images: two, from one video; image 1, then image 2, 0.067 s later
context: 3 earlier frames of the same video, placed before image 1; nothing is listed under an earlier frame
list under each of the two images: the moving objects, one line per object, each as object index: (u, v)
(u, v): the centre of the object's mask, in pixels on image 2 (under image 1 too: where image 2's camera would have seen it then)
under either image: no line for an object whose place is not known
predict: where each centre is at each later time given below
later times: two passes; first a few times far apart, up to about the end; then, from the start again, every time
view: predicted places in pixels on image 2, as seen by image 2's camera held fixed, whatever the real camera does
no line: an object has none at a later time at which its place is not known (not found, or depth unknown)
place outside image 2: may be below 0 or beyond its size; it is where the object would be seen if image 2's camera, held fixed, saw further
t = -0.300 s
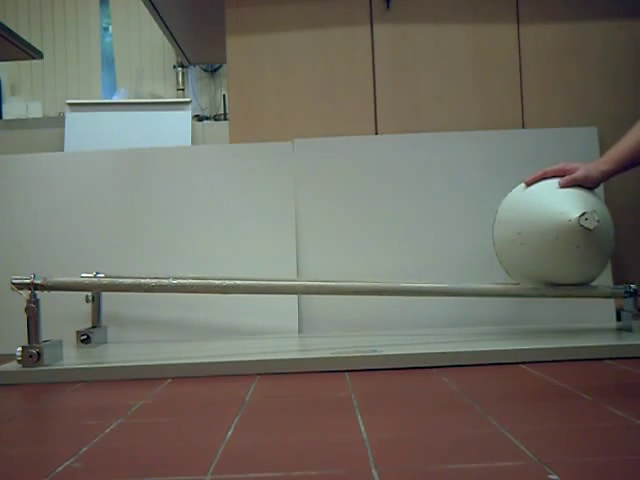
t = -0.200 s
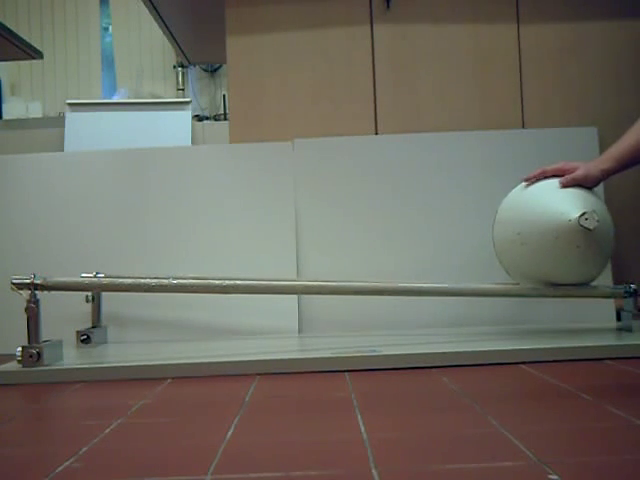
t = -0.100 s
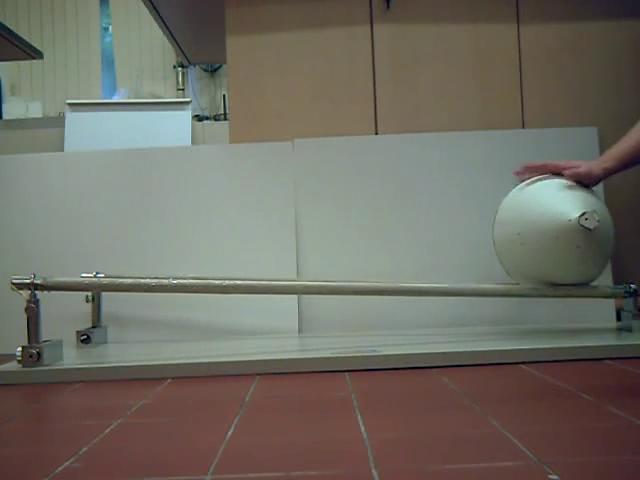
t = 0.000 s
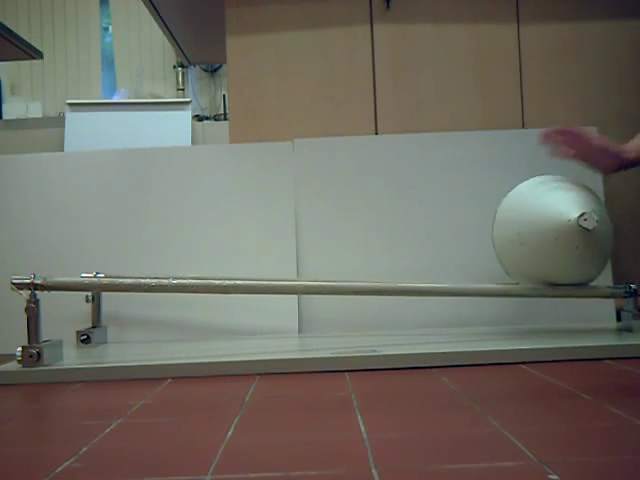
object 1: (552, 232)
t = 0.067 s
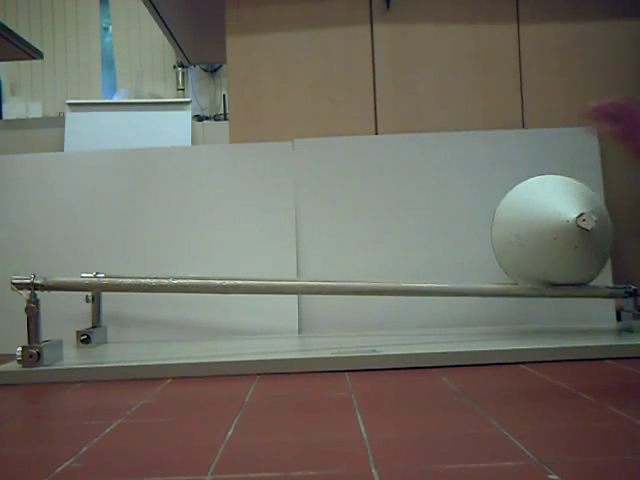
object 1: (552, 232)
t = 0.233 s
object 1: (547, 232)
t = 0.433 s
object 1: (538, 233)
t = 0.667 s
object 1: (522, 234)
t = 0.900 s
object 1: (500, 235)
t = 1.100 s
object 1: (476, 236)
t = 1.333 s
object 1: (444, 238)
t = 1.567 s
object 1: (409, 239)
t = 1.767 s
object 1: (377, 240)
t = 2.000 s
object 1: (340, 242)
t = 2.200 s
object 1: (309, 243)
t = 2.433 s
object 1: (274, 255)
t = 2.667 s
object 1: (241, 259)
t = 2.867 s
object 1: (216, 261)
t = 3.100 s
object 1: (190, 264)
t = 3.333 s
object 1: (169, 266)
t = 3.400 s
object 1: (163, 266)
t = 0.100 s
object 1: (551, 232)
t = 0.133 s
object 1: (550, 232)
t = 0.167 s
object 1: (549, 232)
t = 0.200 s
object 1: (548, 232)
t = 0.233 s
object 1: (547, 232)
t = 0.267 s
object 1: (546, 232)
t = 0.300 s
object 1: (544, 232)
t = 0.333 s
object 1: (543, 233)
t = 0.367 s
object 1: (542, 233)
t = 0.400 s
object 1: (540, 233)
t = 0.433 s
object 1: (538, 233)
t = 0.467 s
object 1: (536, 233)
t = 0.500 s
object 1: (534, 233)
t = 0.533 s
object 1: (532, 233)
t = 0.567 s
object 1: (530, 233)
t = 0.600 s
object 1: (527, 233)
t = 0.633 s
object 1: (524, 234)
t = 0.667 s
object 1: (522, 234)
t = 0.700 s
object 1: (519, 234)
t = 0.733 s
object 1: (516, 234)
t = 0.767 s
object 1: (513, 234)
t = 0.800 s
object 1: (510, 234)
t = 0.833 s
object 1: (507, 234)
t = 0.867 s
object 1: (503, 235)
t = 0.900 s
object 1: (500, 235)
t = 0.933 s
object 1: (496, 235)
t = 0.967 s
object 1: (492, 235)
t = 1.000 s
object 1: (488, 235)
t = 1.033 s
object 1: (484, 235)
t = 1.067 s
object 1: (480, 235)
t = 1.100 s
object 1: (476, 236)
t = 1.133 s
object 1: (472, 236)
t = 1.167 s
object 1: (468, 236)
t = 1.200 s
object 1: (463, 237)
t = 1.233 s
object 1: (458, 237)
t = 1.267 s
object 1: (454, 237)
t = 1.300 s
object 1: (449, 237)
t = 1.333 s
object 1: (444, 238)
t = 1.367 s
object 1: (439, 238)
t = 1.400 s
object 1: (434, 238)
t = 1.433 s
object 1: (429, 238)
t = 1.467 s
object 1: (424, 238)
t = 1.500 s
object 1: (419, 239)
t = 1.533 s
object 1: (414, 239)
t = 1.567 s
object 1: (409, 239)
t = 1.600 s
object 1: (404, 239)
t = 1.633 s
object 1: (398, 239)
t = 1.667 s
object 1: (393, 240)
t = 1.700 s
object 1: (388, 240)
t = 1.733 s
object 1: (383, 240)
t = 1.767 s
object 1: (377, 240)
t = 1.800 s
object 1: (372, 240)
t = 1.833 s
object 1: (366, 241)
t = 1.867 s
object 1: (361, 241)
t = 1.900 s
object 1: (356, 241)
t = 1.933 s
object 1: (351, 241)
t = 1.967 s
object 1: (346, 242)
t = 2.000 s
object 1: (340, 242)
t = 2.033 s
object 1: (335, 242)
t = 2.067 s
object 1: (330, 242)
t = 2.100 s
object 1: (325, 242)
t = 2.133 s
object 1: (319, 243)
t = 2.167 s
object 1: (314, 243)
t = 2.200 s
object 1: (309, 243)
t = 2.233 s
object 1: (304, 243)
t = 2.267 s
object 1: (299, 243)
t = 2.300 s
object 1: (294, 244)
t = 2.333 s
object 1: (289, 254)
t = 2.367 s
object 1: (284, 255)
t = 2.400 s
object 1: (279, 255)
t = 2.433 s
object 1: (274, 255)
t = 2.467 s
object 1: (269, 256)
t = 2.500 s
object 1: (264, 256)
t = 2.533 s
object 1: (259, 257)
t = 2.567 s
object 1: (254, 257)
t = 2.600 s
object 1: (250, 258)
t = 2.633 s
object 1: (245, 258)
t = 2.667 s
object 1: (241, 259)
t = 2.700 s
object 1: (236, 259)
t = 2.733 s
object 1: (232, 260)
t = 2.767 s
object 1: (228, 260)
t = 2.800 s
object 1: (223, 260)
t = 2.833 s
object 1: (220, 261)
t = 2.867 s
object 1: (216, 261)
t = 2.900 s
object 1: (212, 262)
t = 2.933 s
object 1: (208, 262)
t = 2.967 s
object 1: (204, 262)
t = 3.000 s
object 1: (201, 263)
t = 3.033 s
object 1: (197, 263)
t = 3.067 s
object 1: (194, 263)
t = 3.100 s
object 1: (190, 264)
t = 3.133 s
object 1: (187, 264)
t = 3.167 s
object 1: (184, 264)
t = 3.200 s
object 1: (181, 265)
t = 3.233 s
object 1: (177, 265)
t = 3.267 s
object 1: (174, 265)
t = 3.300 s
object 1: (171, 266)
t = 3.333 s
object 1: (169, 266)
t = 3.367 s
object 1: (166, 266)
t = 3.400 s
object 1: (163, 266)
